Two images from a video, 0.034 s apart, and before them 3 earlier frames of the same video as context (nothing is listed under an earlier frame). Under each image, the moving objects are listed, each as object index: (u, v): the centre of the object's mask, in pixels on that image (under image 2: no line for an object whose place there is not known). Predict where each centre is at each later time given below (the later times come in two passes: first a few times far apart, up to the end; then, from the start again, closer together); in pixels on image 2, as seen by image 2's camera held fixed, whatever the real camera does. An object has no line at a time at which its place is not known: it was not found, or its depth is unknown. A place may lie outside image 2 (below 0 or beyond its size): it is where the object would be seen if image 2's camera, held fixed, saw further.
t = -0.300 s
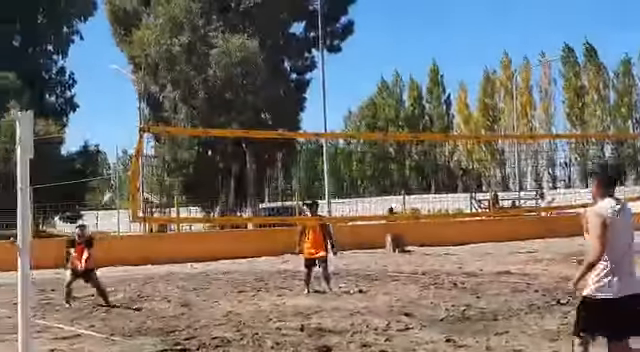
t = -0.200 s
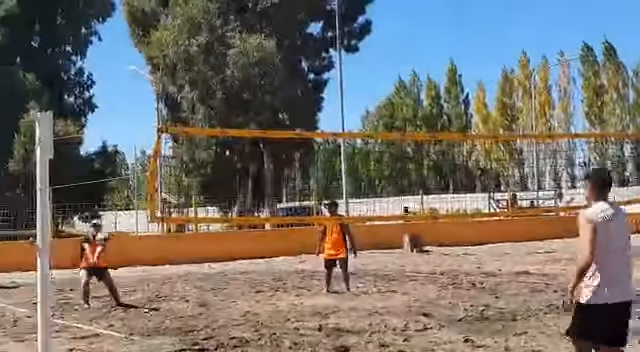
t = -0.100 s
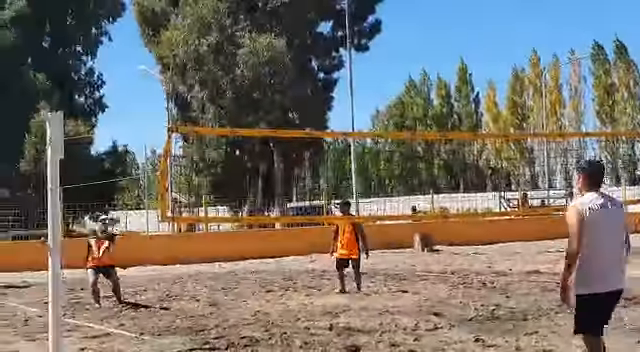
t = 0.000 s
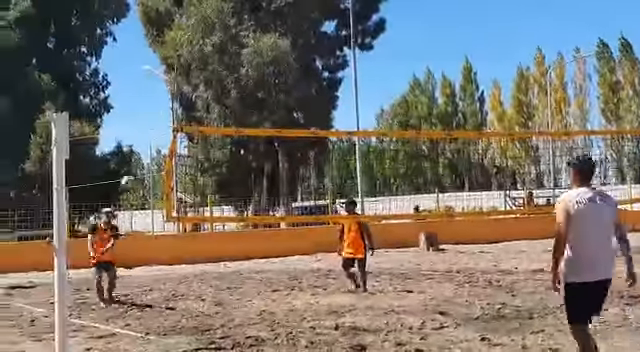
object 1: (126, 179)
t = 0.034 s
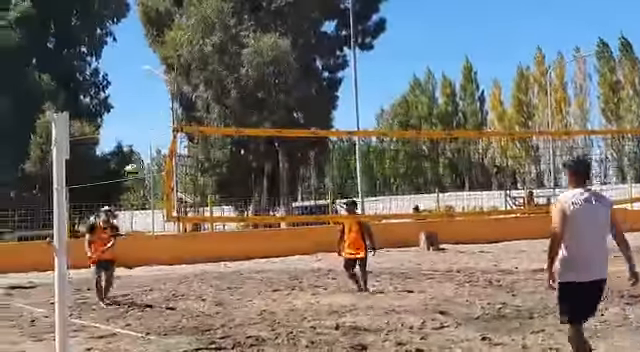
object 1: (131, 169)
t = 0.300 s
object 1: (159, 104)
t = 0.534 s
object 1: (181, 80)
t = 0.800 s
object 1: (209, 93)
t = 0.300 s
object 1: (159, 104)
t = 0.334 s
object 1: (161, 99)
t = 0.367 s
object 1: (164, 95)
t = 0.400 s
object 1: (167, 91)
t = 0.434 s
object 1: (170, 87)
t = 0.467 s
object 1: (171, 85)
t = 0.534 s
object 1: (181, 80)
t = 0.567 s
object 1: (184, 80)
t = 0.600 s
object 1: (188, 82)
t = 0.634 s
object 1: (191, 82)
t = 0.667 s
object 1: (194, 83)
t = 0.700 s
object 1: (196, 83)
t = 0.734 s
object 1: (203, 87)
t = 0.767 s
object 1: (206, 89)
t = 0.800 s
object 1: (209, 93)
